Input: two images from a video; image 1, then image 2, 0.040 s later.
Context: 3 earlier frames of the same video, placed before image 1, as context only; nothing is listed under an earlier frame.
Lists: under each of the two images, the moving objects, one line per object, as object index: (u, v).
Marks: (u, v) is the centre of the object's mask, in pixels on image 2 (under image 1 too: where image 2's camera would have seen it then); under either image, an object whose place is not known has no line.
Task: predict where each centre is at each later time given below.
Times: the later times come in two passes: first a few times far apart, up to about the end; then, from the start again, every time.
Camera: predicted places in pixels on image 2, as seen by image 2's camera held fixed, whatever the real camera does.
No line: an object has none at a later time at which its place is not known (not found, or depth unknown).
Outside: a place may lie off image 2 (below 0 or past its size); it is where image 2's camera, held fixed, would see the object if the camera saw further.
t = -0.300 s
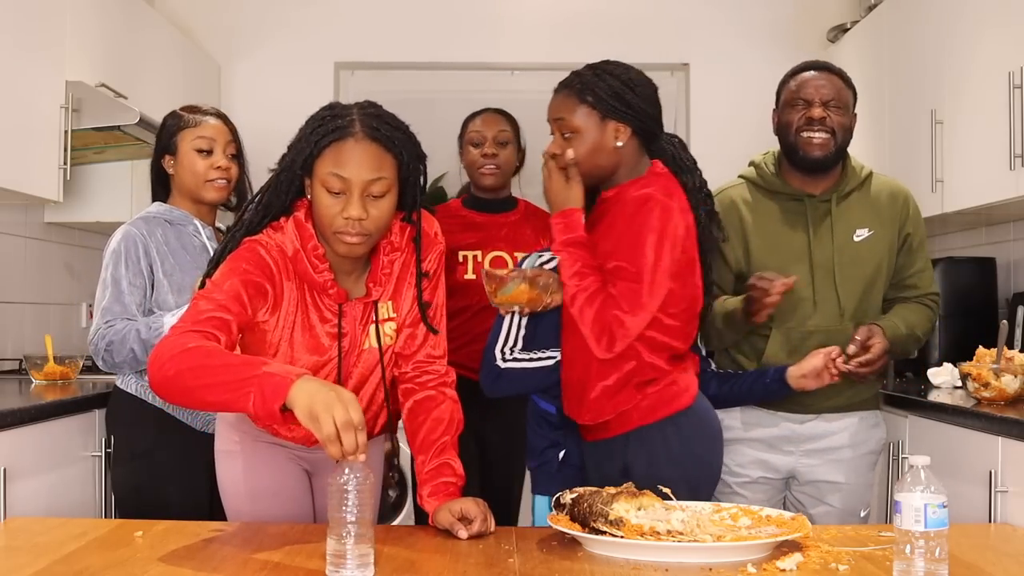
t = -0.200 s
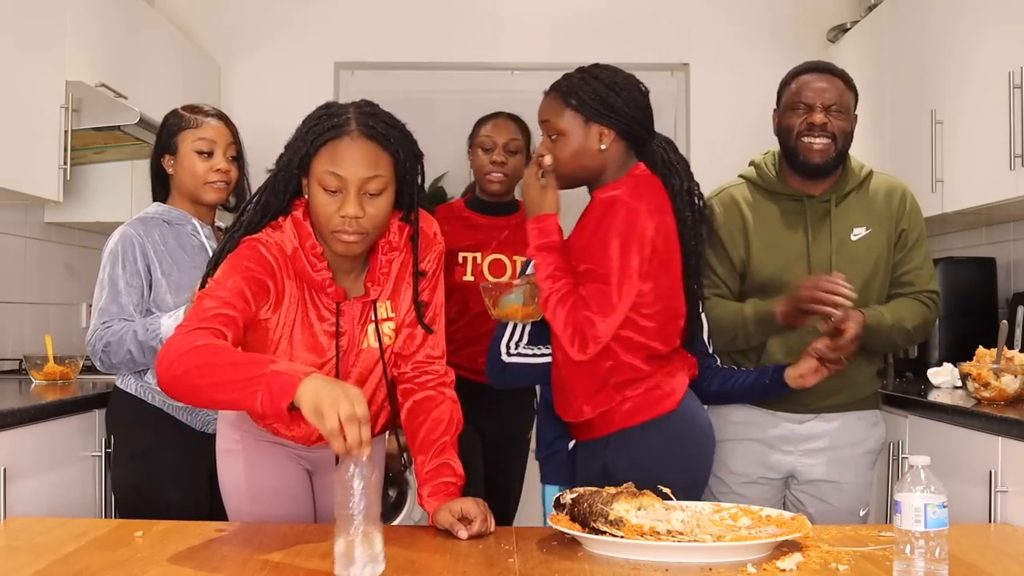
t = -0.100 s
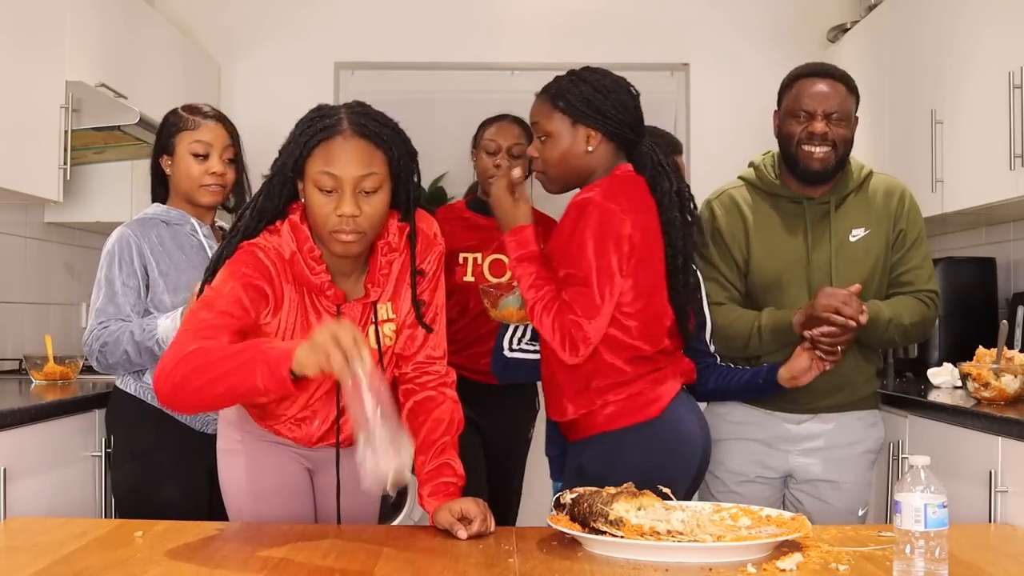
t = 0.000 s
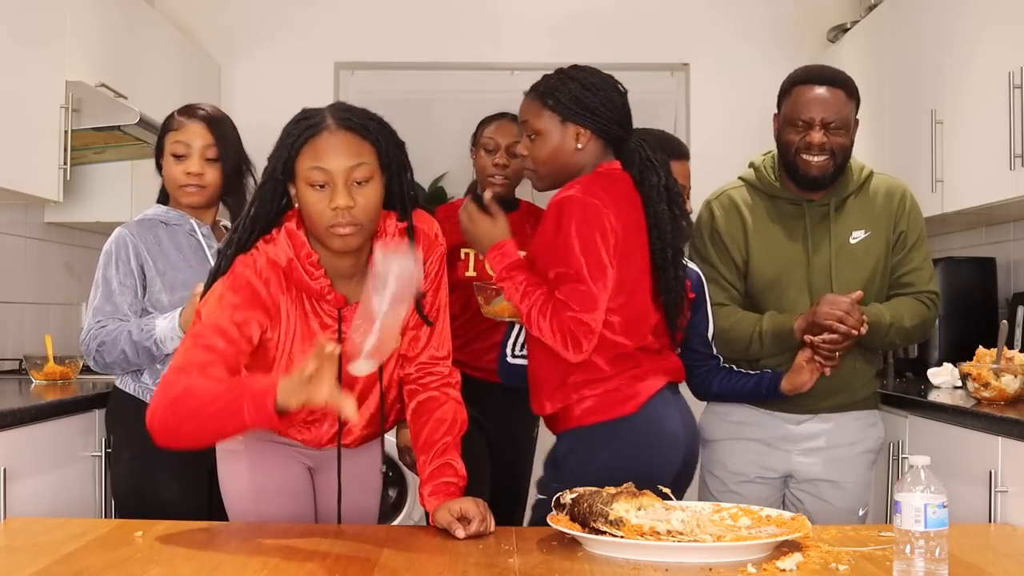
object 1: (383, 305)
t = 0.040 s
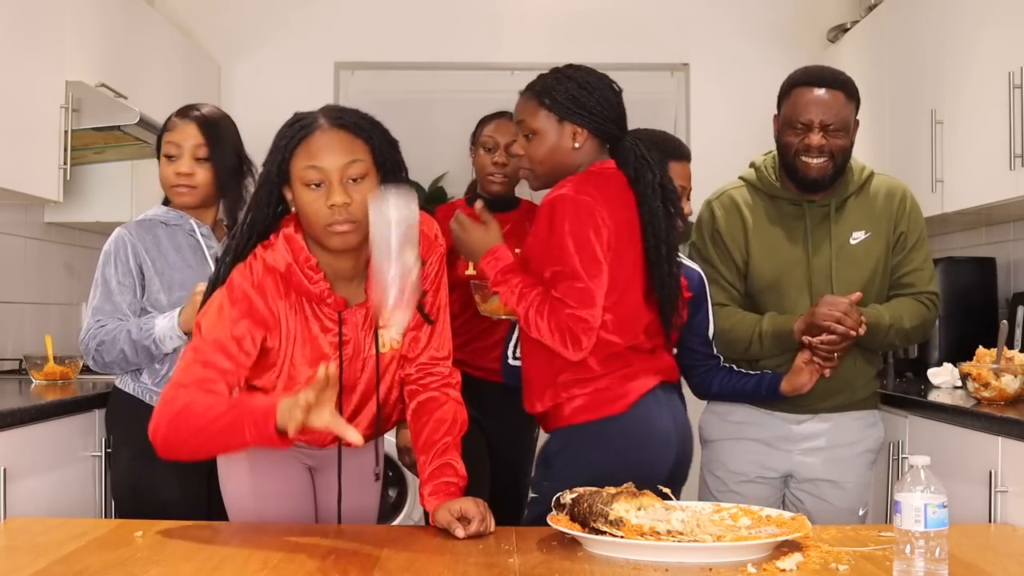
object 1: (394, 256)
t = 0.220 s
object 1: (405, 135)
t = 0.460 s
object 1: (407, 392)
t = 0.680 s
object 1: (387, 529)
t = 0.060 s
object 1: (397, 234)
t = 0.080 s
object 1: (401, 208)
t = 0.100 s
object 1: (403, 190)
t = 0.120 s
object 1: (404, 171)
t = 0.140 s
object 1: (405, 157)
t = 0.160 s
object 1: (406, 147)
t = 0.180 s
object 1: (405, 138)
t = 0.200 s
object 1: (405, 135)
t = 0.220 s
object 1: (405, 135)
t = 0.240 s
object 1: (405, 138)
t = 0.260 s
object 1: (405, 145)
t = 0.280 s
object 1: (404, 155)
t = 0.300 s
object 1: (405, 167)
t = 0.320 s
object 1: (405, 183)
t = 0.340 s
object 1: (405, 202)
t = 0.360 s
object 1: (406, 225)
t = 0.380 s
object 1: (406, 249)
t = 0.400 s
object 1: (406, 279)
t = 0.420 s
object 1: (407, 312)
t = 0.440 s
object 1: (406, 351)
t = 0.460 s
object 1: (407, 392)
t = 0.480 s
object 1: (407, 435)
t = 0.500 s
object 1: (407, 482)
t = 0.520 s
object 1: (406, 510)
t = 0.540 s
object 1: (404, 519)
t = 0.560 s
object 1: (402, 520)
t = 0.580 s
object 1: (401, 520)
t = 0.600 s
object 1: (399, 521)
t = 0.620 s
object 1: (397, 522)
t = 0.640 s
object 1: (394, 524)
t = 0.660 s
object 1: (391, 526)
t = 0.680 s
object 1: (387, 529)
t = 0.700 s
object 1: (383, 533)
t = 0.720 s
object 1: (379, 540)
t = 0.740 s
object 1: (376, 550)
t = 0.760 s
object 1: (377, 553)
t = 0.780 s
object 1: (374, 554)
